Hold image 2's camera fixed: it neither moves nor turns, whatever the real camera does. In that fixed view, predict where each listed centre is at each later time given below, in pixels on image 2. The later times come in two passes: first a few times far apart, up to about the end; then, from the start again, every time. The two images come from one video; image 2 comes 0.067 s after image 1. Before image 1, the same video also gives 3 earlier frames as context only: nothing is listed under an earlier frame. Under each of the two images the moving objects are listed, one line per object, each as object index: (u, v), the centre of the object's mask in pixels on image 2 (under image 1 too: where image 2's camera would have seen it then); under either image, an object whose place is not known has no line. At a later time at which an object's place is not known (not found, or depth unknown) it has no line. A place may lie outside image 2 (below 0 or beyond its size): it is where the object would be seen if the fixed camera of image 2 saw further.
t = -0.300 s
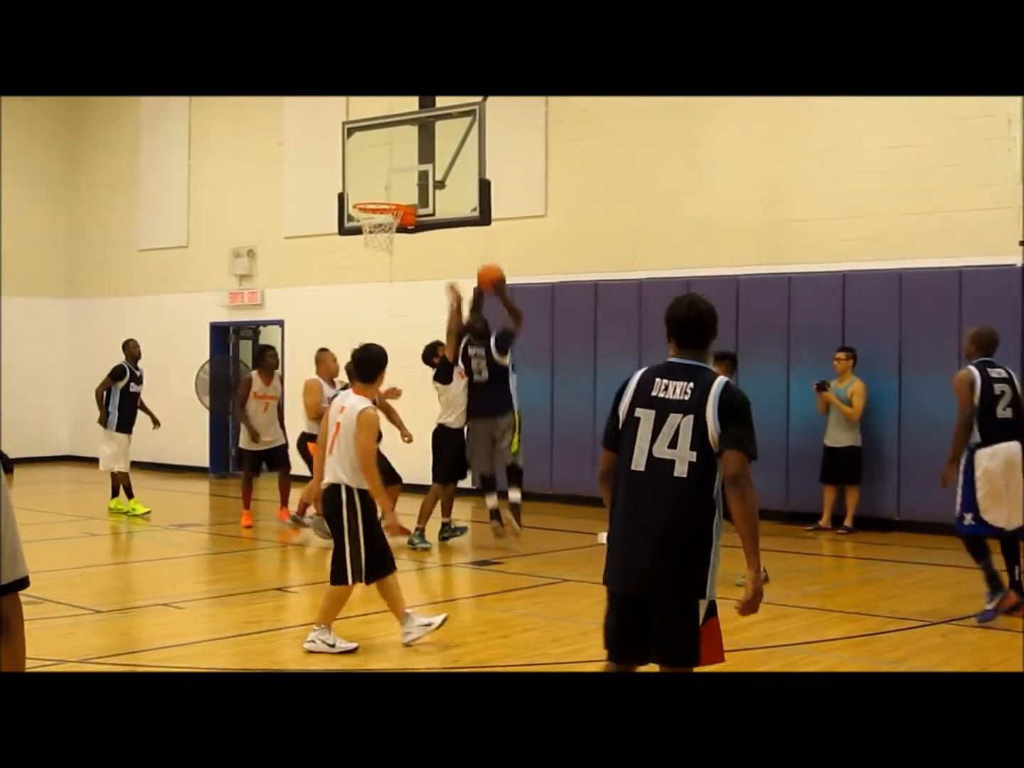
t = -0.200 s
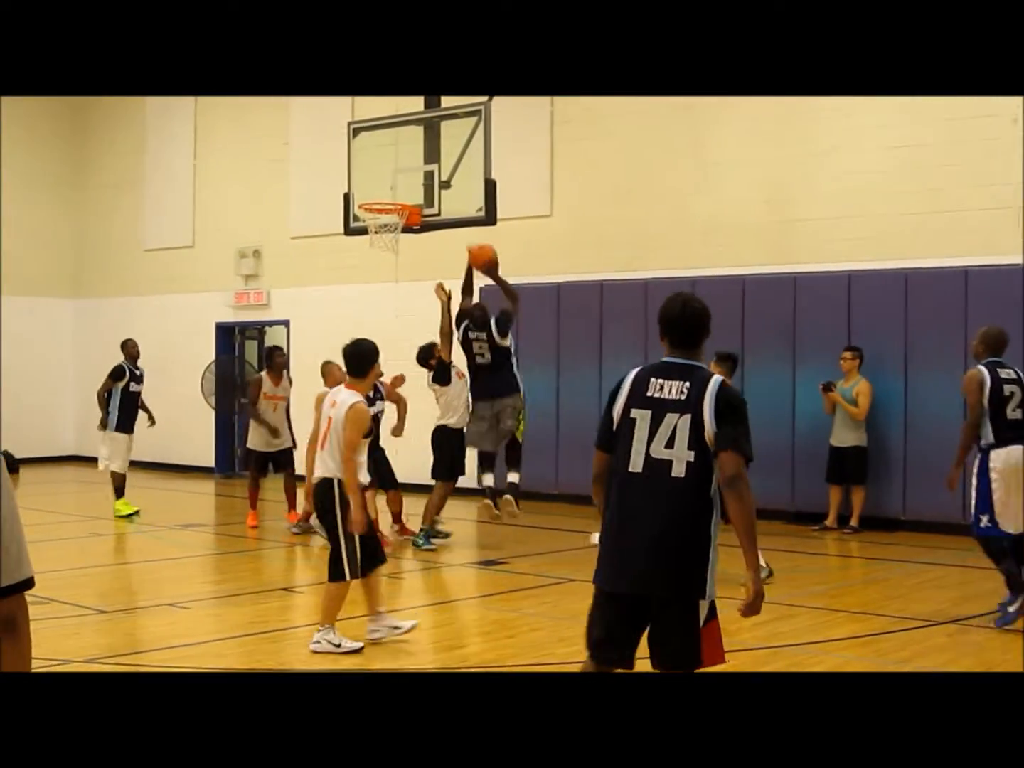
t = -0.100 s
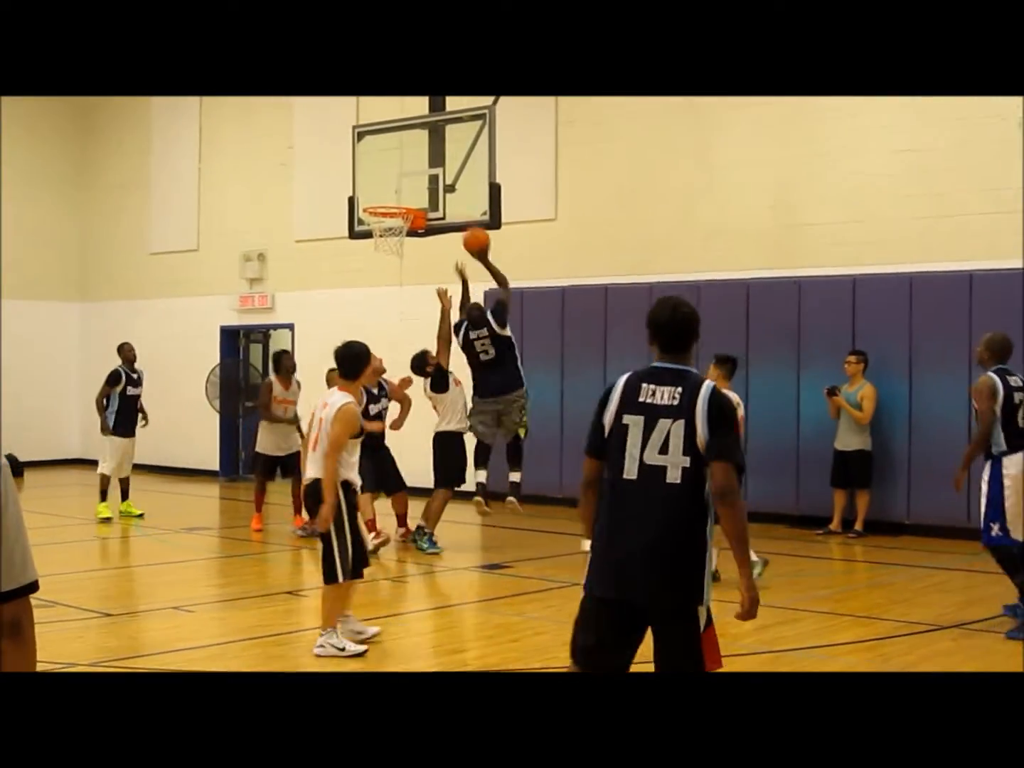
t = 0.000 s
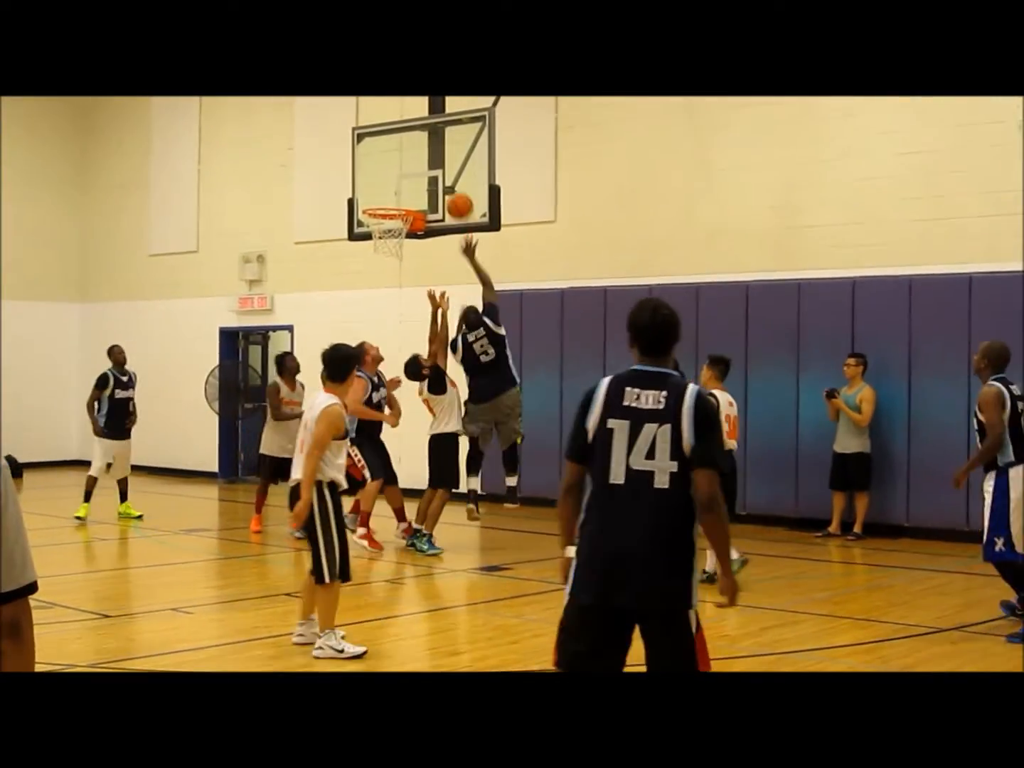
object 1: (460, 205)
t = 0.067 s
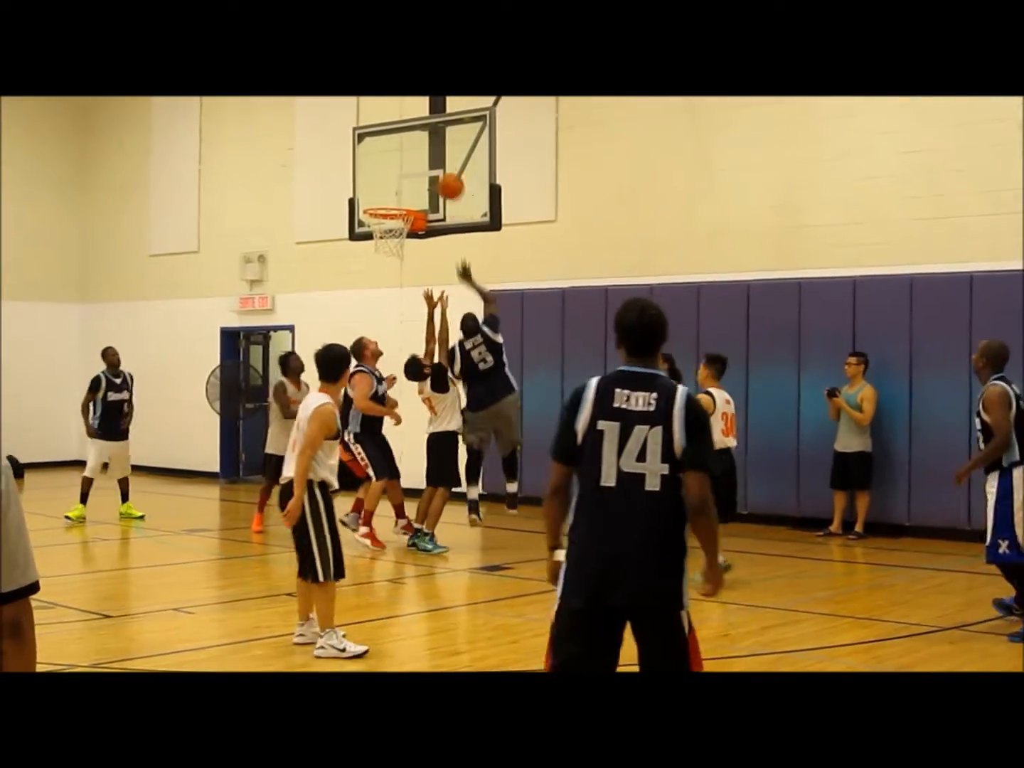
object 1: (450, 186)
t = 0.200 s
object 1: (433, 164)
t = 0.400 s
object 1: (387, 178)
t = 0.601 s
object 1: (349, 193)
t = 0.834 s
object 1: (311, 213)
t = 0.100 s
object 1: (446, 180)
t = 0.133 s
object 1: (441, 172)
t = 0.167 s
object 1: (437, 167)
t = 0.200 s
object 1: (433, 164)
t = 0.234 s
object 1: (428, 163)
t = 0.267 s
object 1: (420, 164)
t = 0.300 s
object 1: (411, 166)
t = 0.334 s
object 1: (403, 169)
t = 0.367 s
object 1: (395, 173)
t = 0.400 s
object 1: (387, 178)
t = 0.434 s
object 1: (379, 185)
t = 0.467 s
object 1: (372, 193)
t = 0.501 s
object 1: (364, 200)
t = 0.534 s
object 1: (359, 198)
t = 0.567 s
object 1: (354, 195)
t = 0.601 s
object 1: (349, 193)
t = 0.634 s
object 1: (344, 193)
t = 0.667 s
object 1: (338, 193)
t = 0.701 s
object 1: (333, 195)
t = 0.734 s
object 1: (327, 198)
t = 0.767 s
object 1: (322, 201)
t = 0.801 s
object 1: (317, 207)
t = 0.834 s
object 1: (311, 213)
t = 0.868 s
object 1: (305, 220)
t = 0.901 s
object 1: (300, 228)
